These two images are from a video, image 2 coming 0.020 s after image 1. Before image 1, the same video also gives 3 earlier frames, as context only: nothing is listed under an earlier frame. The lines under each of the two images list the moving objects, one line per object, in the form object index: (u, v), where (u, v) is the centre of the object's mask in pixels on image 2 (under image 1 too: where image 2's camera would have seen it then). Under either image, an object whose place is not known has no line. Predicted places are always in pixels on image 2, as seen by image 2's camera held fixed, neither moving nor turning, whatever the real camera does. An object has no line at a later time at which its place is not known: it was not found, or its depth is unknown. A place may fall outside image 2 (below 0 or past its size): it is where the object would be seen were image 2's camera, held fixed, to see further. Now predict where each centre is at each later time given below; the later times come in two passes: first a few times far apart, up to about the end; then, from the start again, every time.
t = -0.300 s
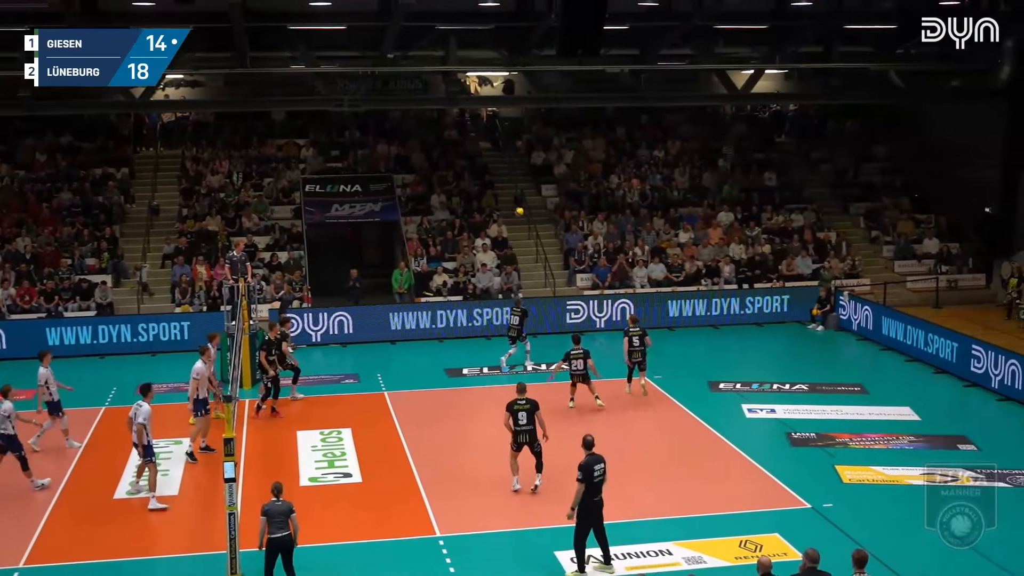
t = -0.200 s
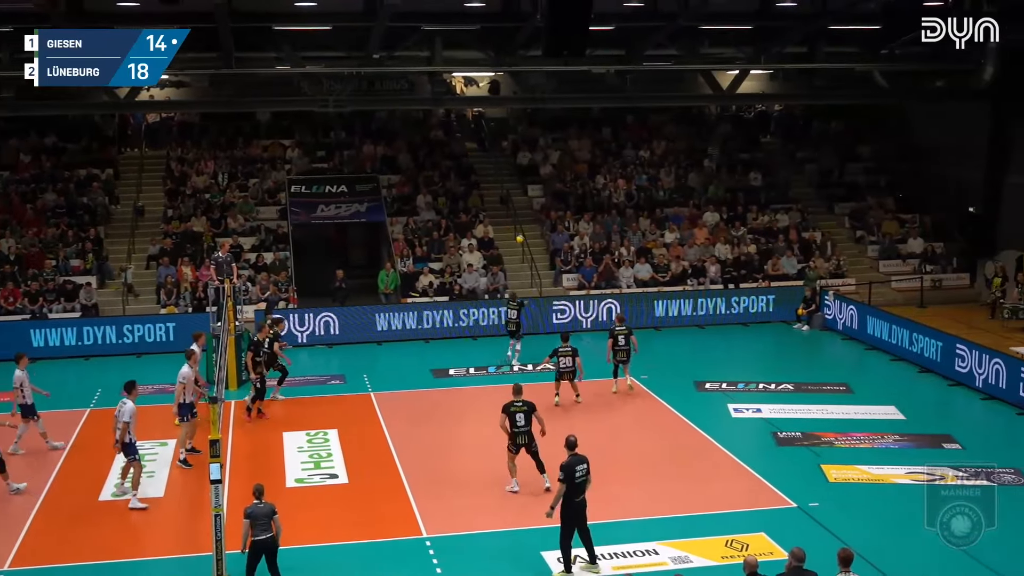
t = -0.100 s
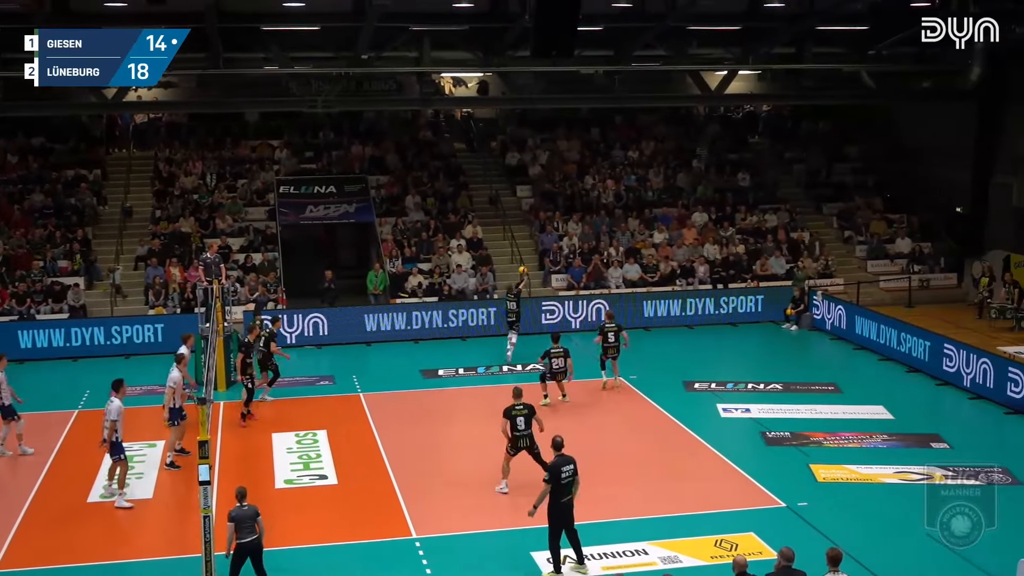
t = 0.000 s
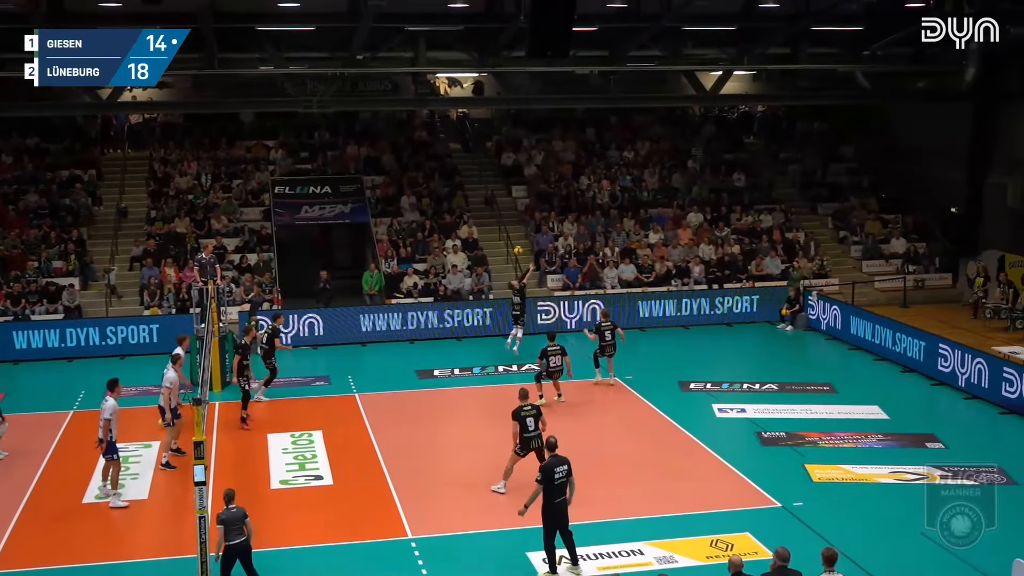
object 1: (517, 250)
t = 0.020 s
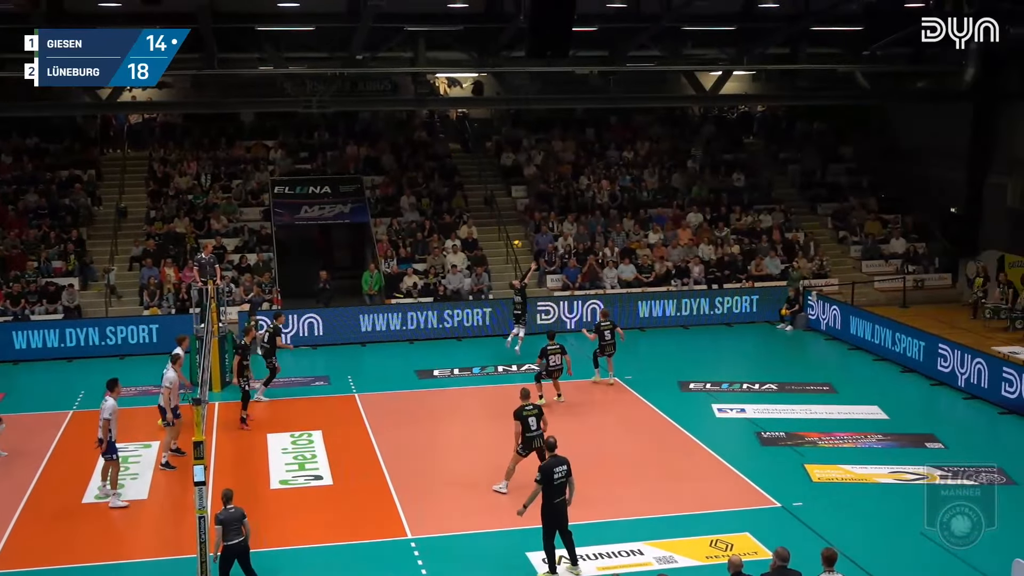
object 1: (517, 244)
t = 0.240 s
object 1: (509, 193)
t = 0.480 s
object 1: (501, 158)
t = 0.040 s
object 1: (516, 239)
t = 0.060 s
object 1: (516, 234)
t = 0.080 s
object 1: (515, 229)
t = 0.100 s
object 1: (514, 223)
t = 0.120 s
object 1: (514, 219)
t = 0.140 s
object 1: (513, 214)
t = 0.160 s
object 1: (512, 209)
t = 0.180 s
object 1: (511, 205)
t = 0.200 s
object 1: (511, 201)
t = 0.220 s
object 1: (510, 197)
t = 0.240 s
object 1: (509, 193)
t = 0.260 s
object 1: (508, 189)
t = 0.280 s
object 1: (508, 185)
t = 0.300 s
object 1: (507, 182)
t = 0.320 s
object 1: (507, 179)
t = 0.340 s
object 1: (506, 176)
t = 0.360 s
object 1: (505, 173)
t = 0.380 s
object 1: (504, 170)
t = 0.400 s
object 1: (503, 167)
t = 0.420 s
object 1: (503, 164)
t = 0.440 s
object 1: (502, 162)
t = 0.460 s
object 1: (501, 160)
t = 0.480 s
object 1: (501, 158)
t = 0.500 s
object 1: (500, 156)
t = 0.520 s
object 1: (500, 154)
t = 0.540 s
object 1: (500, 153)
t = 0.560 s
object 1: (499, 151)
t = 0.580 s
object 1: (498, 150)
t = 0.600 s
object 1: (498, 149)
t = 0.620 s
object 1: (497, 148)
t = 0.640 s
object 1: (496, 147)
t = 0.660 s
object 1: (496, 147)
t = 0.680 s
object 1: (495, 147)
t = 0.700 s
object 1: (495, 146)
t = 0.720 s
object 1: (494, 147)
